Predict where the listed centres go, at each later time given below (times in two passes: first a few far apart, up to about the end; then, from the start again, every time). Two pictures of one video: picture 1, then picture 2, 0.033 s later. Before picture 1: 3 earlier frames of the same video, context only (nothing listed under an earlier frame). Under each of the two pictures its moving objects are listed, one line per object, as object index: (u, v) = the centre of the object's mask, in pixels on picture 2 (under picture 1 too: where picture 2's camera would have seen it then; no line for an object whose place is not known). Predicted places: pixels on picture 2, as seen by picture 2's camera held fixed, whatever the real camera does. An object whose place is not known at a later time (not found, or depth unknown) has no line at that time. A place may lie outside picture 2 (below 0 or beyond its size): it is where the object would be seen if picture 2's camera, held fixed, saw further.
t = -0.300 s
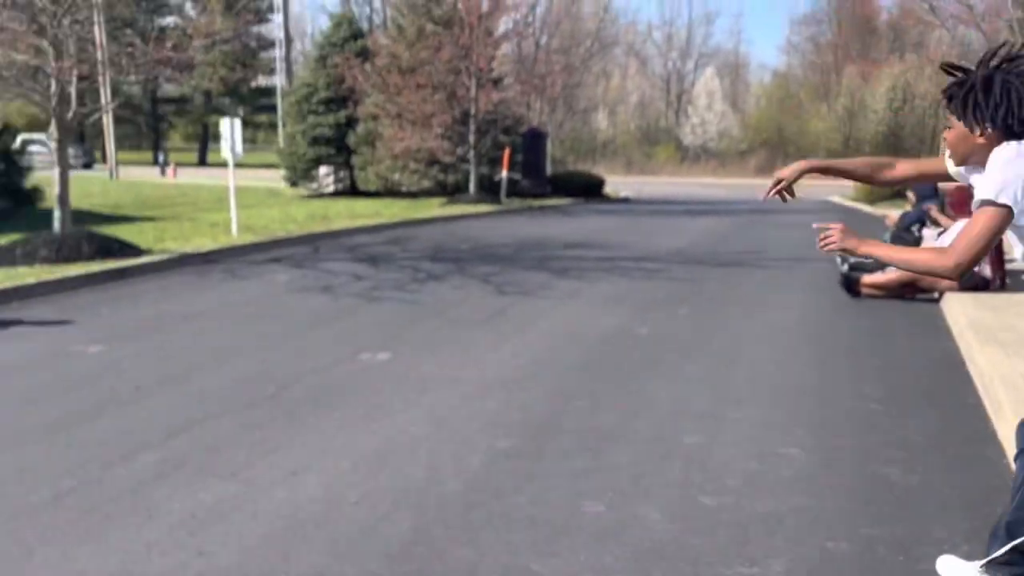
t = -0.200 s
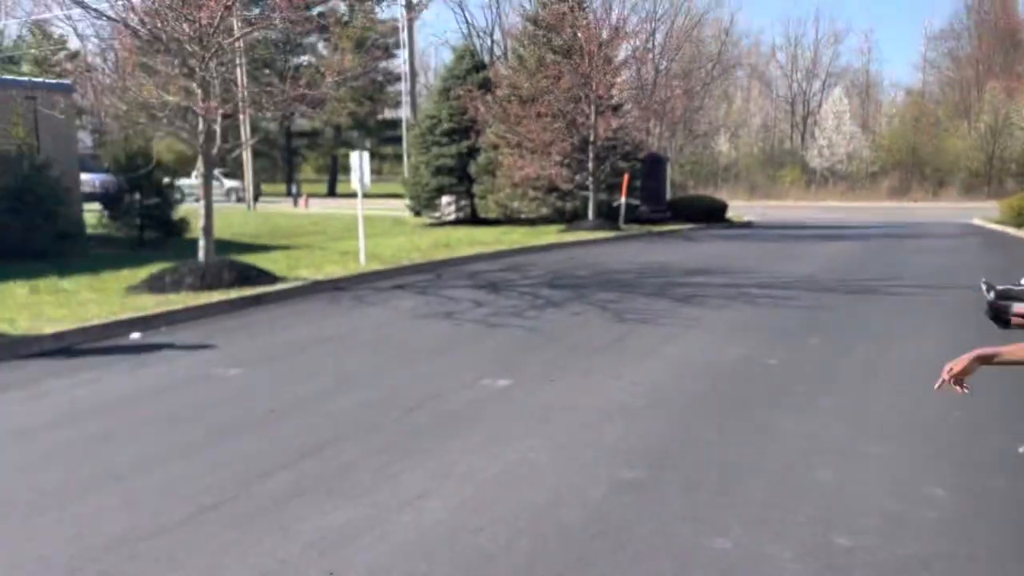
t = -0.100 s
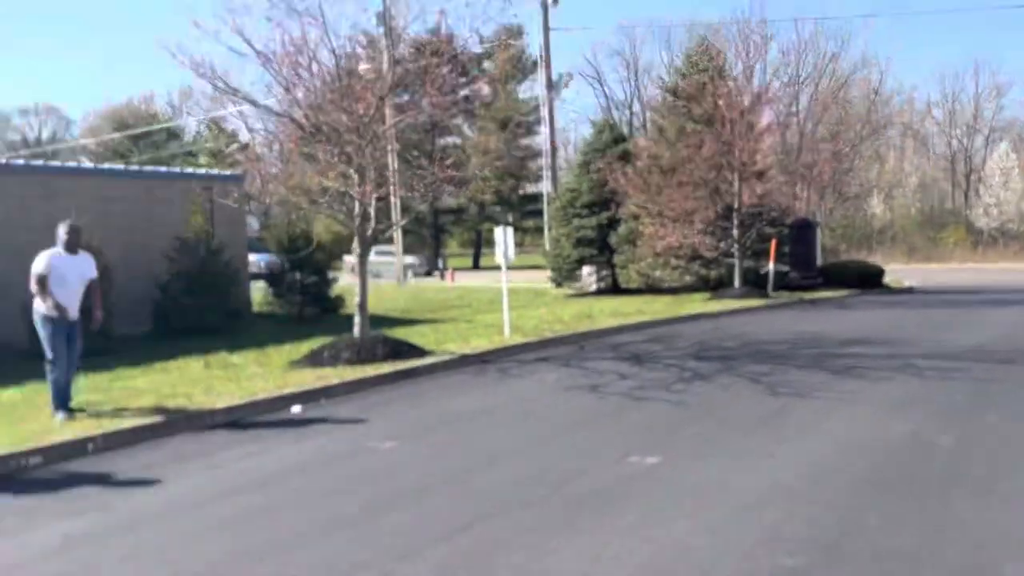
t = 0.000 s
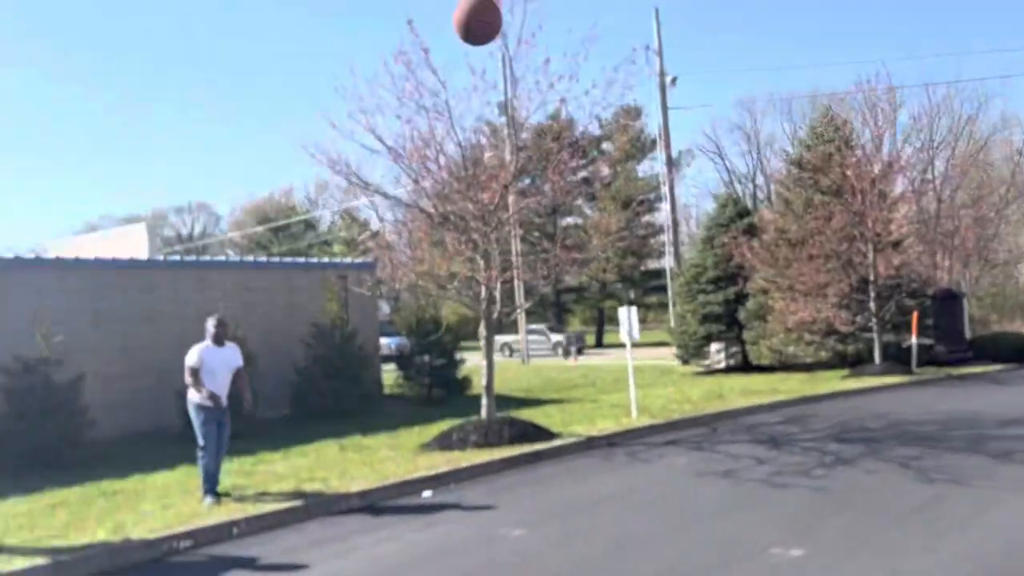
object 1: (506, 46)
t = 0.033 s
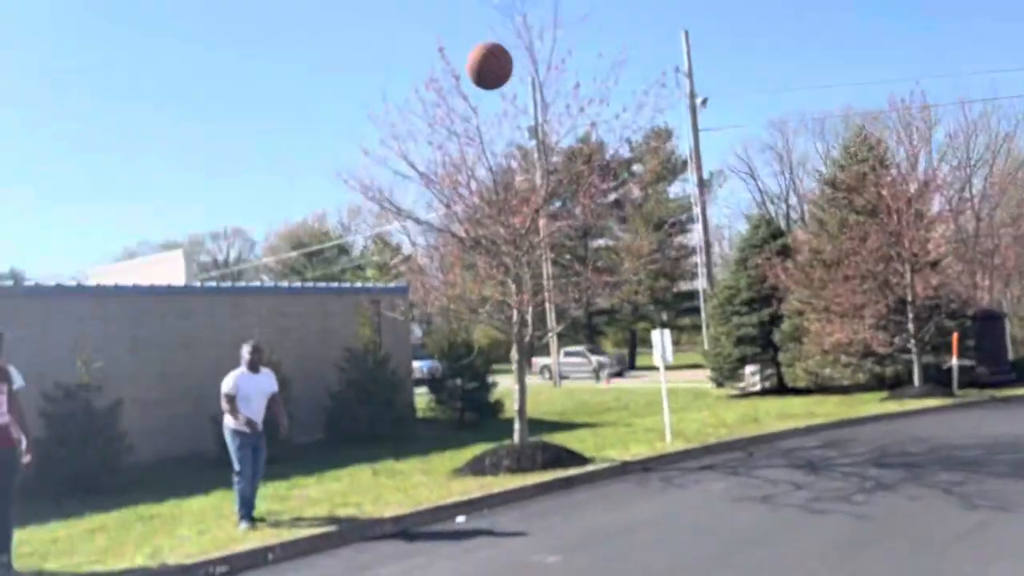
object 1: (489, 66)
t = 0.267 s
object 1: (394, 211)
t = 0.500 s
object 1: (329, 375)
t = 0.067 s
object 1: (474, 86)
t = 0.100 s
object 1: (459, 106)
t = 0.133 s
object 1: (445, 127)
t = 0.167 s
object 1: (431, 147)
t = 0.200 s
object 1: (418, 168)
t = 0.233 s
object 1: (406, 190)
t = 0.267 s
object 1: (394, 211)
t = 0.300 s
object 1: (383, 234)
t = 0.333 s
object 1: (372, 256)
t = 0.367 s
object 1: (362, 278)
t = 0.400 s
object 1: (352, 302)
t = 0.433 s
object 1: (344, 326)
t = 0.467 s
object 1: (336, 351)
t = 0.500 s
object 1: (329, 375)
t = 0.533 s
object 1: (321, 400)
